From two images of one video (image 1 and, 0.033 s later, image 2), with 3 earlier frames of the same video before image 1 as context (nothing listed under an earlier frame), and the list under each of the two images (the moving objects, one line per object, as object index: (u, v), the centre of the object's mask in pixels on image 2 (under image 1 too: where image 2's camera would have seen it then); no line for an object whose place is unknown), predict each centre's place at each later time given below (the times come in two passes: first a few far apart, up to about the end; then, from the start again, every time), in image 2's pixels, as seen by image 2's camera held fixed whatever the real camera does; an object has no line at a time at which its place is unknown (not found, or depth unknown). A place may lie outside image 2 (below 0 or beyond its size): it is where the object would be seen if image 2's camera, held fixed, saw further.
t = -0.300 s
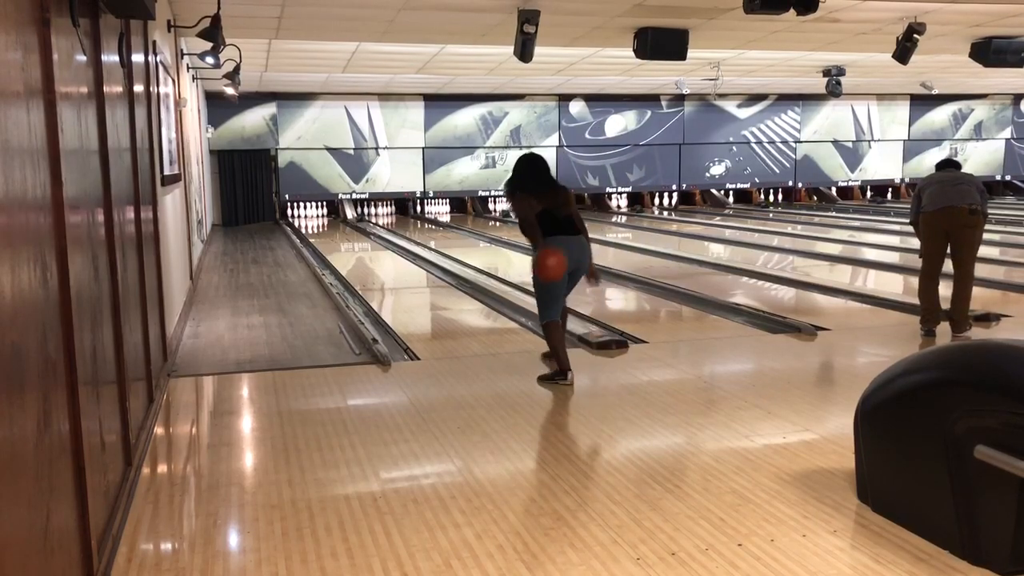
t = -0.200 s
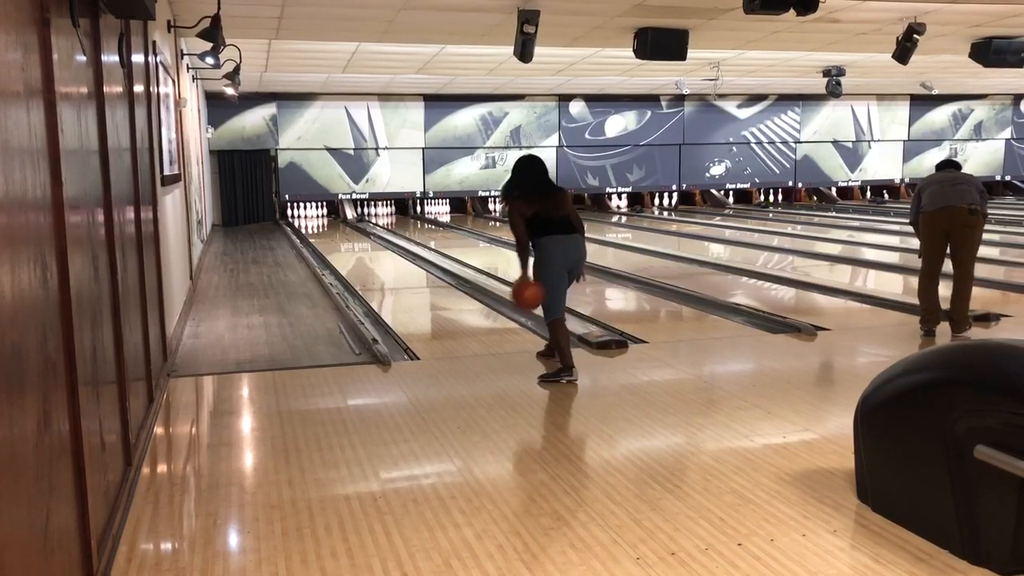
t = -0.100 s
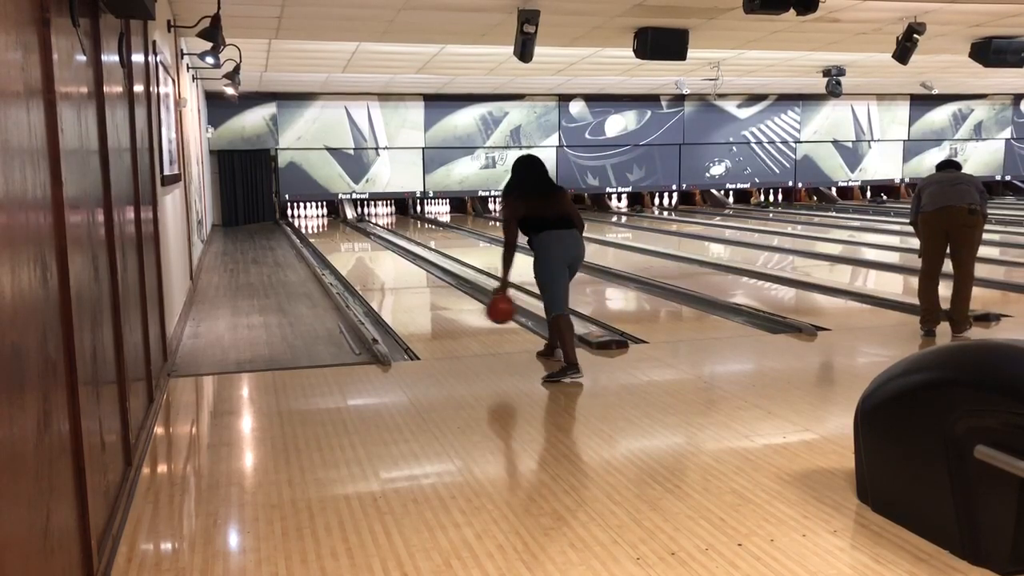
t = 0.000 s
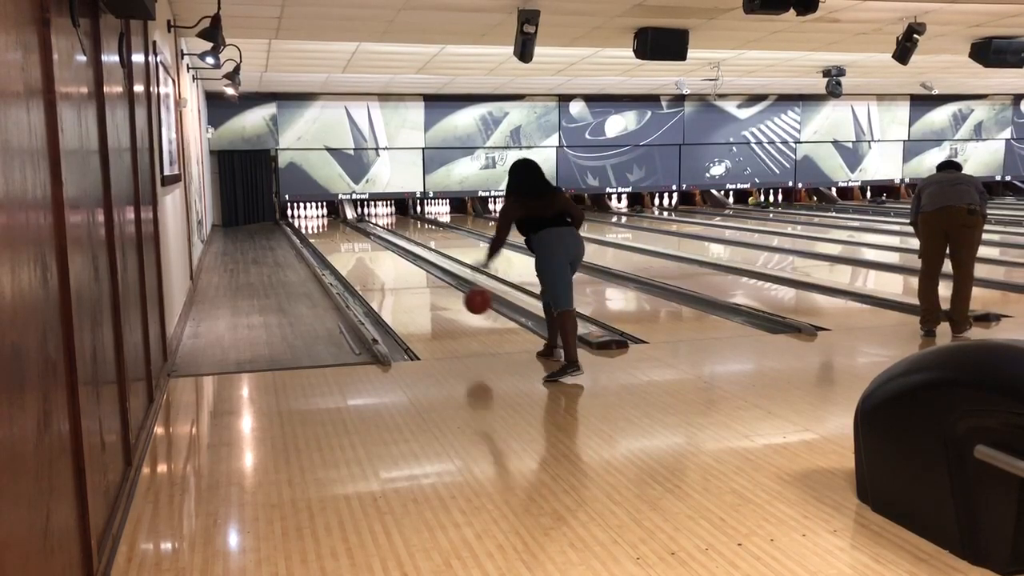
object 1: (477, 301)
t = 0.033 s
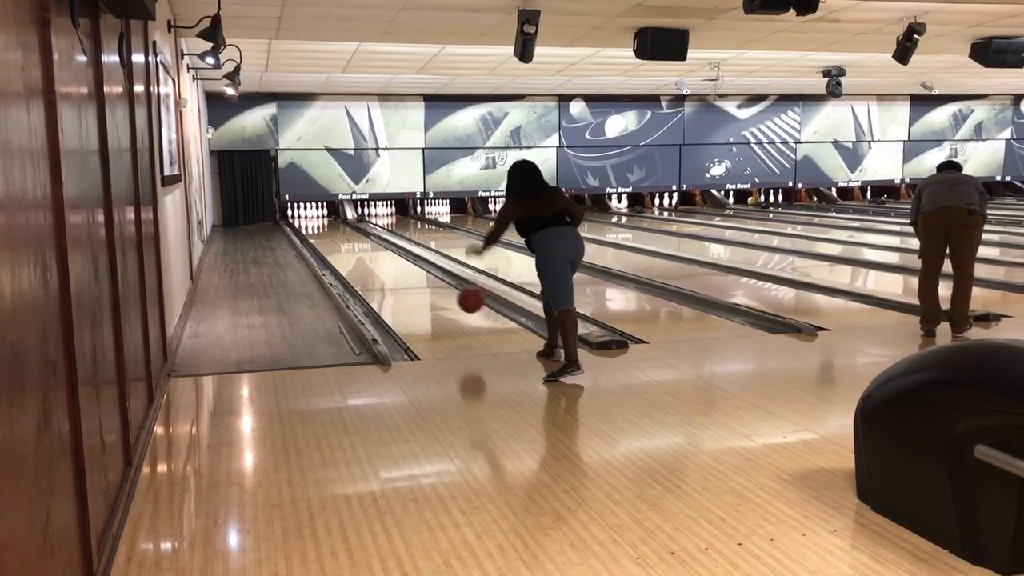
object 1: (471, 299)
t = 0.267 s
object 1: (431, 304)
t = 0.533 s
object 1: (398, 285)
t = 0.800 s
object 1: (372, 271)
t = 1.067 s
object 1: (353, 259)
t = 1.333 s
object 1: (338, 249)
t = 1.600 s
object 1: (325, 242)
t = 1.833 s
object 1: (316, 237)
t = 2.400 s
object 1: (298, 227)
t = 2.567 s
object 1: (293, 226)
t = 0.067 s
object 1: (464, 300)
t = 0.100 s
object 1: (458, 301)
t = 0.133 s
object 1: (452, 304)
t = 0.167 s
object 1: (446, 308)
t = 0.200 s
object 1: (441, 312)
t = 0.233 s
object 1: (436, 308)
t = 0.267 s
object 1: (431, 304)
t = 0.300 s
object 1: (426, 303)
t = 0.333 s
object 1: (422, 300)
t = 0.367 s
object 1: (417, 298)
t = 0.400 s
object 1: (413, 296)
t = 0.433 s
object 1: (409, 293)
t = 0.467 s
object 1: (404, 291)
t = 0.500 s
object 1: (401, 288)
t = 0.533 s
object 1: (398, 285)
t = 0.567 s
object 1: (394, 283)
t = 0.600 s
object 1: (390, 282)
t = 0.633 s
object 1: (387, 279)
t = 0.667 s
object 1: (384, 277)
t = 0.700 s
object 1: (381, 276)
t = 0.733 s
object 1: (378, 274)
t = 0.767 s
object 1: (375, 272)
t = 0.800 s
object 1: (372, 271)
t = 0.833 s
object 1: (370, 269)
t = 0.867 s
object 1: (367, 267)
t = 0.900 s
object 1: (364, 266)
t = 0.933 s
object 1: (362, 264)
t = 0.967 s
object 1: (360, 263)
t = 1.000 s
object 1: (357, 261)
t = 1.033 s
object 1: (355, 260)
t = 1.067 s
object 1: (353, 259)
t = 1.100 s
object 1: (351, 257)
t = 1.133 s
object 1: (349, 256)
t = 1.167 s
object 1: (347, 255)
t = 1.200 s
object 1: (345, 254)
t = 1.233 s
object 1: (343, 253)
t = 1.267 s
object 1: (341, 251)
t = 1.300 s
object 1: (339, 250)
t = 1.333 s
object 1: (338, 249)
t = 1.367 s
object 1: (336, 249)
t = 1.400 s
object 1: (334, 248)
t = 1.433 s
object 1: (333, 247)
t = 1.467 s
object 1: (331, 246)
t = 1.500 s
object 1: (330, 245)
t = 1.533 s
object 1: (328, 244)
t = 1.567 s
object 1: (326, 243)
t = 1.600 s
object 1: (325, 242)
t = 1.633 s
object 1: (323, 241)
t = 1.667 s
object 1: (322, 241)
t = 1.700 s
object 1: (321, 240)
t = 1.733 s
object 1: (320, 239)
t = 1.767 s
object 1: (318, 239)
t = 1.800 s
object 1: (317, 237)
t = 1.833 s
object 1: (316, 237)
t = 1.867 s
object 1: (314, 236)
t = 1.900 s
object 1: (313, 235)
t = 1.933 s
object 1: (312, 234)
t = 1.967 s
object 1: (312, 234)
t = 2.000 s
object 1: (311, 233)
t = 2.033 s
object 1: (310, 232)
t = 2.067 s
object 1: (309, 232)
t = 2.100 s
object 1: (307, 231)
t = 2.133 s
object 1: (307, 231)
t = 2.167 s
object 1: (304, 229)
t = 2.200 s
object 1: (304, 229)
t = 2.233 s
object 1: (303, 228)
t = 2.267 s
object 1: (303, 228)
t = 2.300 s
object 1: (302, 227)
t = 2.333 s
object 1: (300, 227)
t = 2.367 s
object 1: (299, 227)
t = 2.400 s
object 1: (298, 227)
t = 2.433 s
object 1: (296, 227)
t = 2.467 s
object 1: (295, 227)
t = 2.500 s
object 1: (293, 226)
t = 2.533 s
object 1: (293, 227)
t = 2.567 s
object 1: (293, 226)
